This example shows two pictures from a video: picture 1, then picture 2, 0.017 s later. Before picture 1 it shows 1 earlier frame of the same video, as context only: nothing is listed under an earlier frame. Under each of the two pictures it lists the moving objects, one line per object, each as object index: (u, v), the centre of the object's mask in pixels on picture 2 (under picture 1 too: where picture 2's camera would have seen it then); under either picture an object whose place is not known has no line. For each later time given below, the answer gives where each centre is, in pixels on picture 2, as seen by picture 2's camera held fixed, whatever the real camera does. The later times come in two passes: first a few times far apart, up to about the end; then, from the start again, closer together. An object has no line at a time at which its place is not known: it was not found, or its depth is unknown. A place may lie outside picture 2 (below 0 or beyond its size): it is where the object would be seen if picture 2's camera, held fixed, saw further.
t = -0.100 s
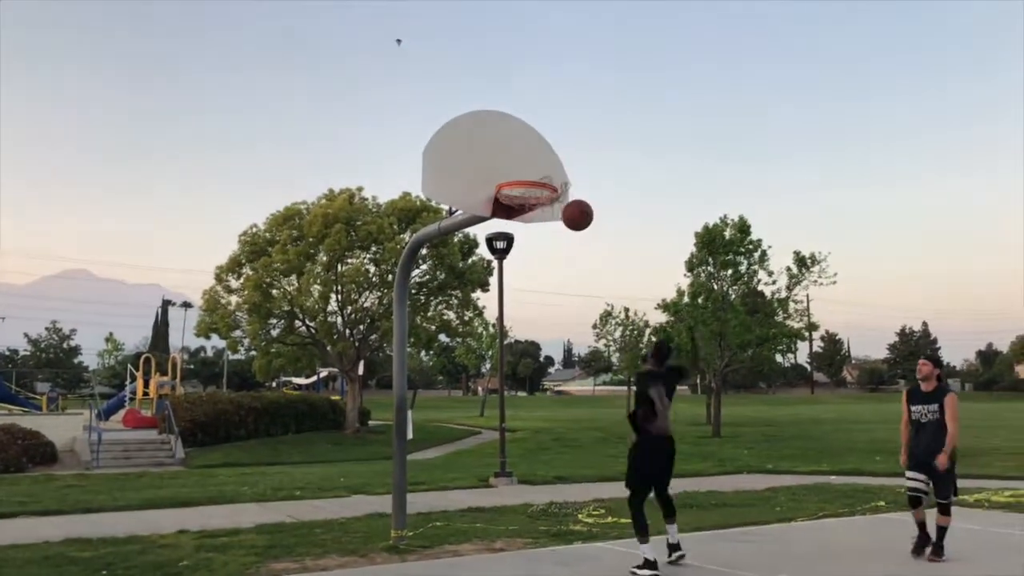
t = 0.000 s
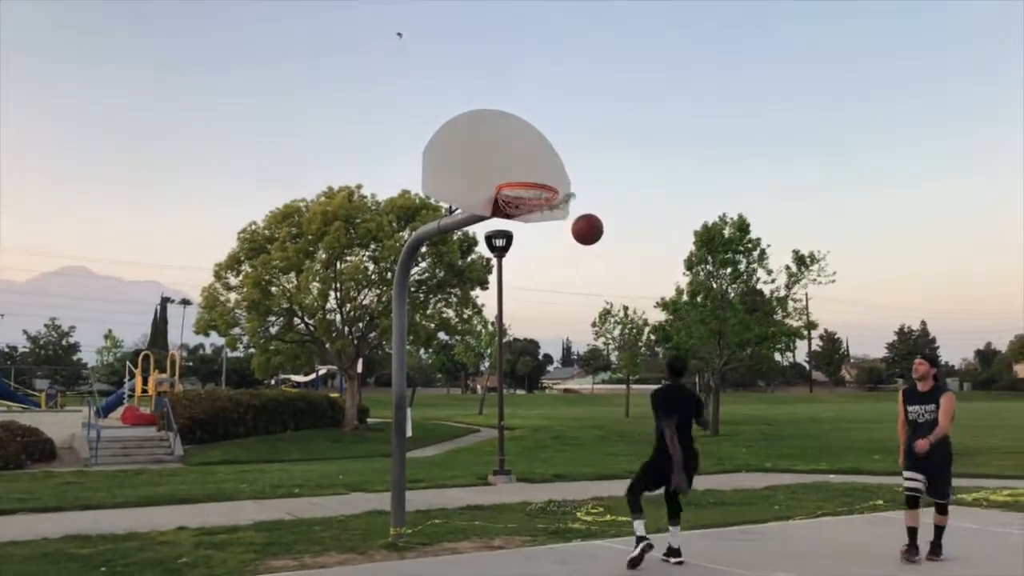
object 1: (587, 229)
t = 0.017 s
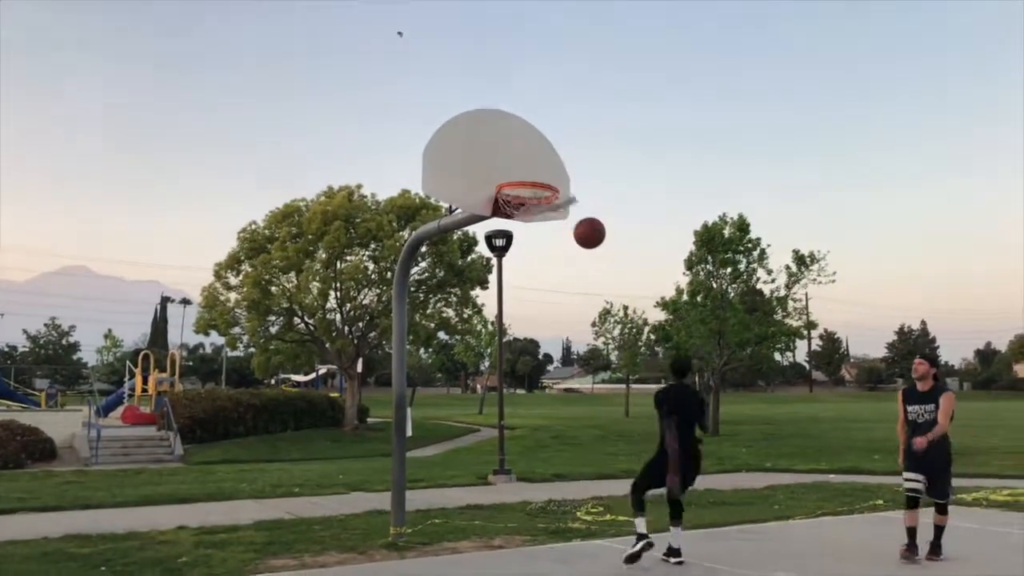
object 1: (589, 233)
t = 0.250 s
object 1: (617, 328)
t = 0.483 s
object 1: (650, 509)
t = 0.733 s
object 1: (654, 471)
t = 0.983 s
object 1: (647, 386)
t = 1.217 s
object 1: (646, 387)
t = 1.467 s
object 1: (646, 477)
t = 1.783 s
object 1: (648, 515)
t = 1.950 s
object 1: (646, 473)
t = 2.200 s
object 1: (648, 492)
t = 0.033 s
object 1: (591, 237)
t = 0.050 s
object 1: (593, 241)
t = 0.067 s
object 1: (595, 246)
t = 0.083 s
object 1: (597, 252)
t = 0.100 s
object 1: (599, 258)
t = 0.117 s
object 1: (600, 264)
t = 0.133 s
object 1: (602, 271)
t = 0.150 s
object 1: (604, 278)
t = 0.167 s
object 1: (606, 285)
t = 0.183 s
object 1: (608, 293)
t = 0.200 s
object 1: (610, 301)
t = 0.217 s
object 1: (613, 309)
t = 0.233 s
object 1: (614, 318)
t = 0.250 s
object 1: (617, 328)
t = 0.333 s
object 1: (628, 383)
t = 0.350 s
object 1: (631, 394)
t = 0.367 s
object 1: (633, 408)
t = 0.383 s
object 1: (635, 420)
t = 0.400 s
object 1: (637, 434)
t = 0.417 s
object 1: (640, 446)
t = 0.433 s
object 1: (640, 460)
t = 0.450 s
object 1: (645, 479)
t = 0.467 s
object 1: (647, 492)
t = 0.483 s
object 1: (650, 509)
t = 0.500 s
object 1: (652, 524)
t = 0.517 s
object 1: (655, 545)
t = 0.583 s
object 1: (659, 565)
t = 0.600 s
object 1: (659, 554)
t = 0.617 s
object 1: (659, 543)
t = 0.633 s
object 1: (658, 532)
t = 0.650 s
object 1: (657, 521)
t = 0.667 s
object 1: (655, 508)
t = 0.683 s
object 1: (654, 499)
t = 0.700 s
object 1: (655, 489)
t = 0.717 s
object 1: (654, 480)
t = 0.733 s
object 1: (654, 471)
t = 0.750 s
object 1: (652, 462)
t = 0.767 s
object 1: (652, 454)
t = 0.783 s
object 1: (652, 447)
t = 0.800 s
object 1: (652, 440)
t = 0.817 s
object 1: (650, 434)
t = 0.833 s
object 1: (649, 427)
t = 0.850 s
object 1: (649, 420)
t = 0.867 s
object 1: (649, 415)
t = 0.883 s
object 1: (649, 410)
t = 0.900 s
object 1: (649, 405)
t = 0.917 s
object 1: (649, 401)
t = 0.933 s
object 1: (648, 396)
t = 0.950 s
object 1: (648, 394)
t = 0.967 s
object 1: (648, 389)
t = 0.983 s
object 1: (647, 386)
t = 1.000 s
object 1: (647, 384)
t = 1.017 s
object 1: (647, 382)
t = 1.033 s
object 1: (647, 379)
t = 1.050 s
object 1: (647, 378)
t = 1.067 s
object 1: (647, 378)
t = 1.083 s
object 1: (646, 378)
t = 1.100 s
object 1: (646, 378)
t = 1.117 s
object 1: (647, 378)
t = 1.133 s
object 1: (647, 378)
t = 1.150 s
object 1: (646, 379)
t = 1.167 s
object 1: (646, 379)
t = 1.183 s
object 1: (646, 382)
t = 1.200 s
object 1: (646, 383)
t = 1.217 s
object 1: (646, 387)
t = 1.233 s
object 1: (646, 390)
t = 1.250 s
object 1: (646, 394)
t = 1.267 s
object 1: (645, 398)
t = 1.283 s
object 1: (646, 403)
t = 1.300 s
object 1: (645, 407)
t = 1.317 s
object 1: (643, 412)
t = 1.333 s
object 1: (645, 419)
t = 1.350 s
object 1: (644, 424)
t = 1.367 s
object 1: (646, 431)
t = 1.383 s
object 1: (645, 437)
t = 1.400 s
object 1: (646, 445)
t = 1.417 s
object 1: (645, 452)
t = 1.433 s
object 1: (647, 460)
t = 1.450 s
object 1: (647, 470)
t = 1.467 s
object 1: (646, 477)
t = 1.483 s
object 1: (647, 487)
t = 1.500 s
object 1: (650, 497)
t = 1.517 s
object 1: (650, 508)
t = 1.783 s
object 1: (648, 515)
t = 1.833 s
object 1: (648, 497)
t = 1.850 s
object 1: (646, 493)
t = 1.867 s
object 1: (646, 489)
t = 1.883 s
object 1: (645, 483)
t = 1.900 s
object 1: (642, 480)
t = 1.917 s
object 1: (645, 478)
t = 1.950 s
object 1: (646, 473)
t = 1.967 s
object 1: (645, 472)
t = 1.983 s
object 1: (645, 471)
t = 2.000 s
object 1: (645, 470)
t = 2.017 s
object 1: (645, 470)
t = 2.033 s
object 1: (645, 470)
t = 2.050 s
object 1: (645, 470)
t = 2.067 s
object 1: (645, 471)
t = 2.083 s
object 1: (645, 471)
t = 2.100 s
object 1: (644, 473)
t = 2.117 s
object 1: (644, 474)
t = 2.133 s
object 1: (645, 477)
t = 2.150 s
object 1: (646, 481)
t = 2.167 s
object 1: (646, 484)
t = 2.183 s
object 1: (647, 488)
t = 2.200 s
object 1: (648, 492)
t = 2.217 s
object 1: (648, 497)
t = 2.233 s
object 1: (648, 502)
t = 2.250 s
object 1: (649, 508)
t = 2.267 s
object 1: (647, 512)
